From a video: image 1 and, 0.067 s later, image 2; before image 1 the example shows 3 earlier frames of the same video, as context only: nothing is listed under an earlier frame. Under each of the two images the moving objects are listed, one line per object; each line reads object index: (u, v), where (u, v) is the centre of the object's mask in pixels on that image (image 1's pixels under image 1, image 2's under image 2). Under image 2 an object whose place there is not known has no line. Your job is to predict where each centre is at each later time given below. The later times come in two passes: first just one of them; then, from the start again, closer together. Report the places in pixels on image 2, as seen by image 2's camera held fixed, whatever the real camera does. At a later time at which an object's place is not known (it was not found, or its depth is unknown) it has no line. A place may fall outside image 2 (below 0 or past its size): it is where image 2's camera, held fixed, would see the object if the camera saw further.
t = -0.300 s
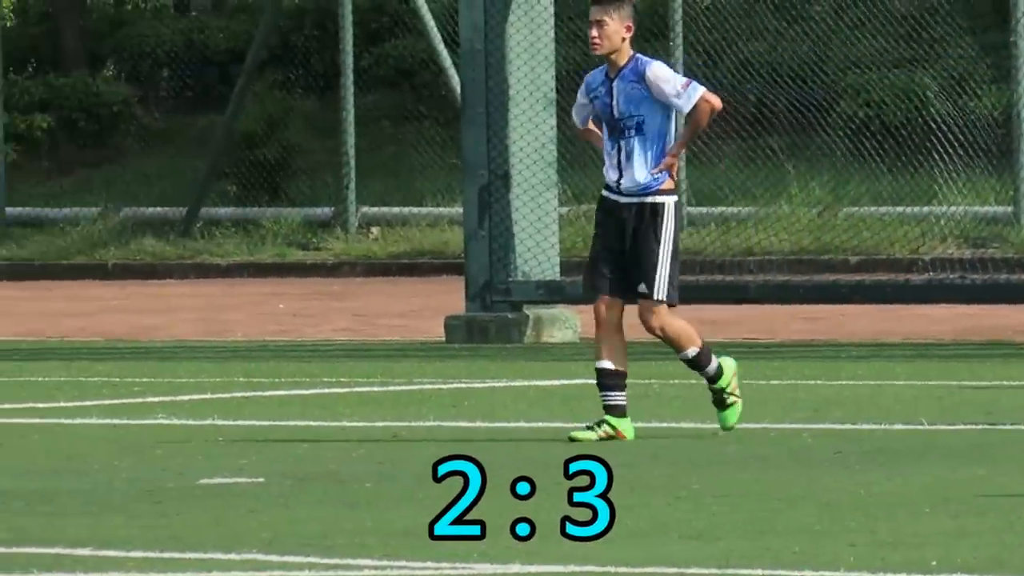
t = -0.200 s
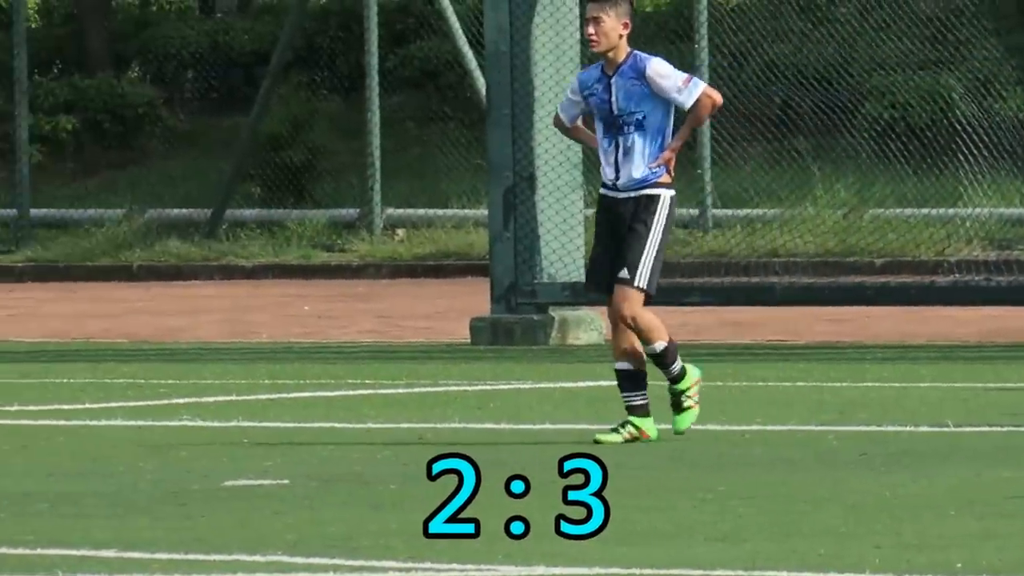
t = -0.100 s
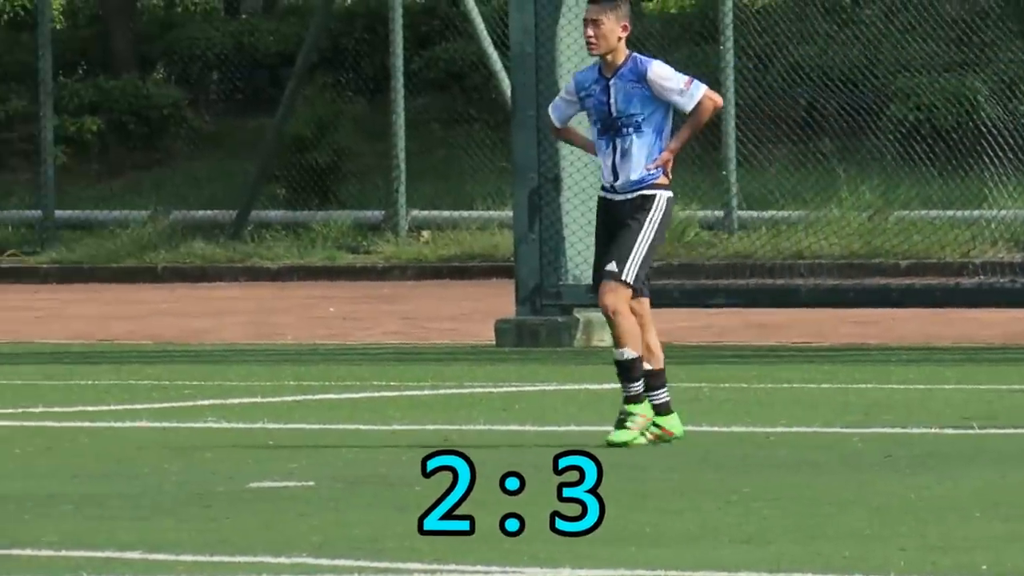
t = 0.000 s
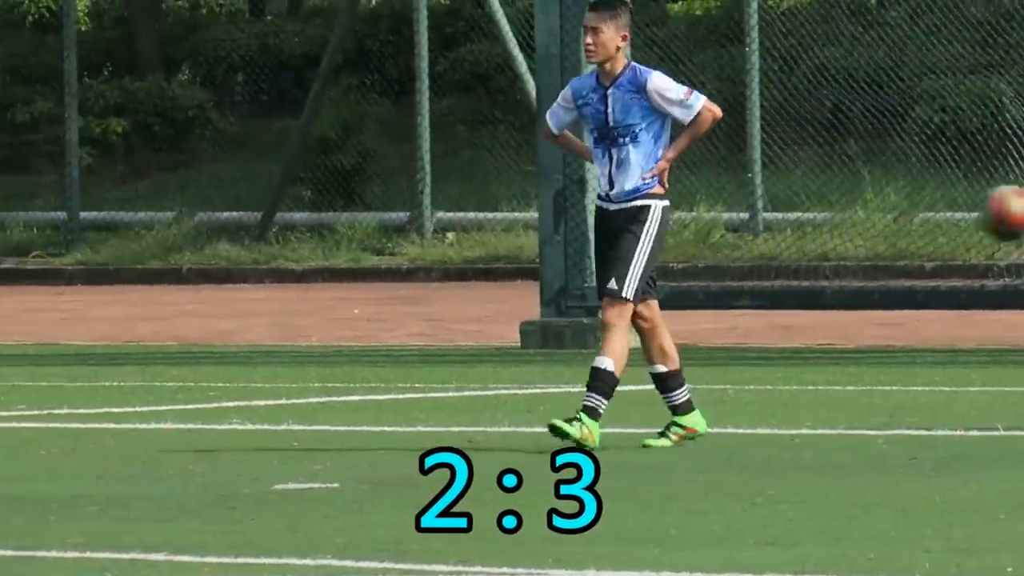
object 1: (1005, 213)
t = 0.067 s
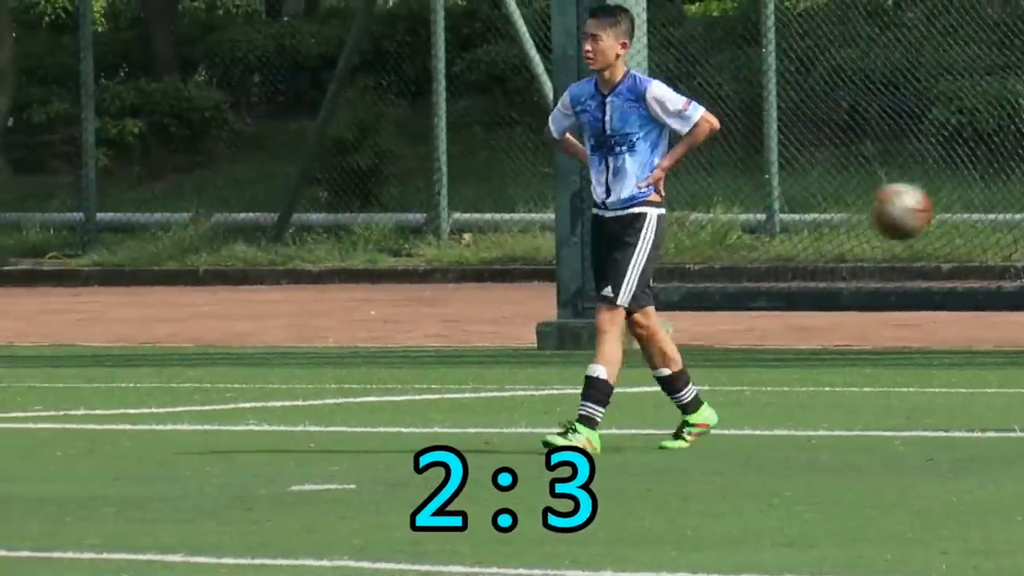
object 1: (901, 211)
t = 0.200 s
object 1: (650, 234)
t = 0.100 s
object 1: (838, 213)
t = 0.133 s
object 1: (775, 217)
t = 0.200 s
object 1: (650, 234)
